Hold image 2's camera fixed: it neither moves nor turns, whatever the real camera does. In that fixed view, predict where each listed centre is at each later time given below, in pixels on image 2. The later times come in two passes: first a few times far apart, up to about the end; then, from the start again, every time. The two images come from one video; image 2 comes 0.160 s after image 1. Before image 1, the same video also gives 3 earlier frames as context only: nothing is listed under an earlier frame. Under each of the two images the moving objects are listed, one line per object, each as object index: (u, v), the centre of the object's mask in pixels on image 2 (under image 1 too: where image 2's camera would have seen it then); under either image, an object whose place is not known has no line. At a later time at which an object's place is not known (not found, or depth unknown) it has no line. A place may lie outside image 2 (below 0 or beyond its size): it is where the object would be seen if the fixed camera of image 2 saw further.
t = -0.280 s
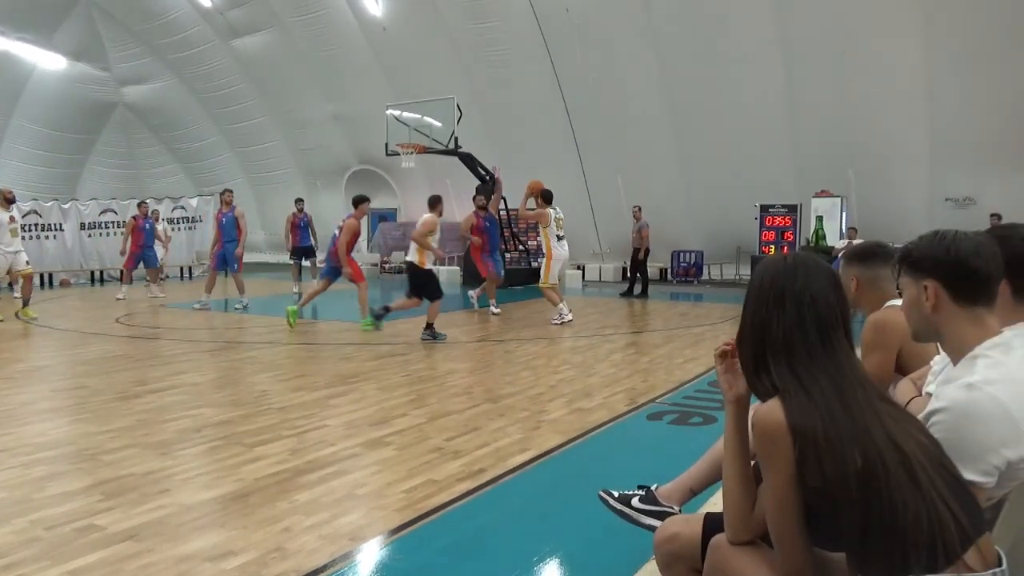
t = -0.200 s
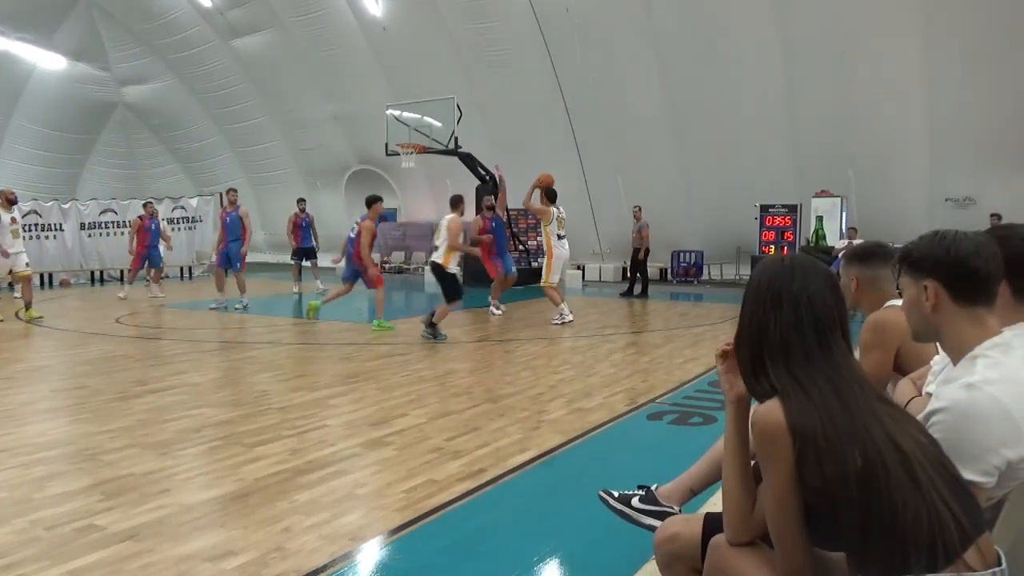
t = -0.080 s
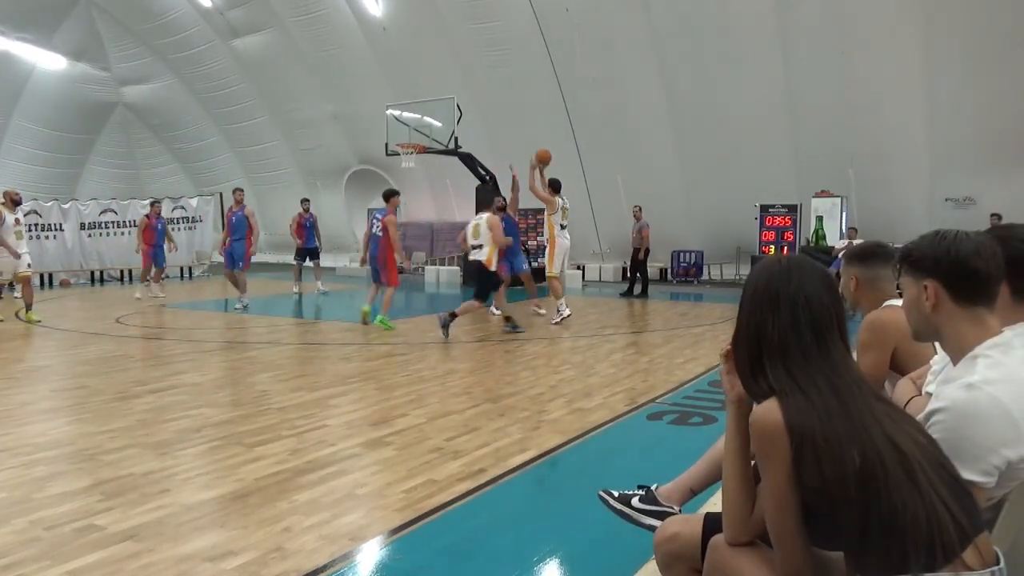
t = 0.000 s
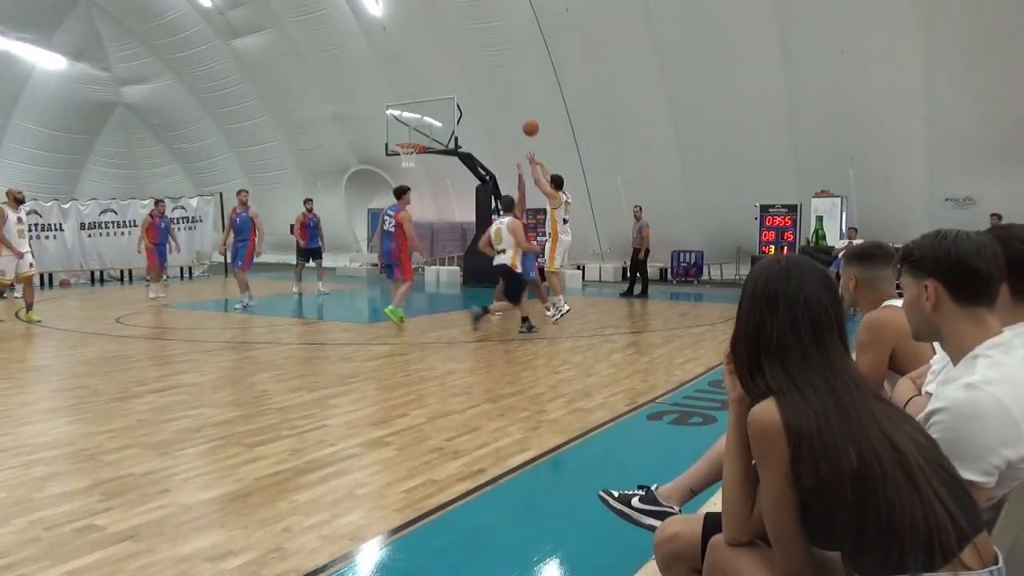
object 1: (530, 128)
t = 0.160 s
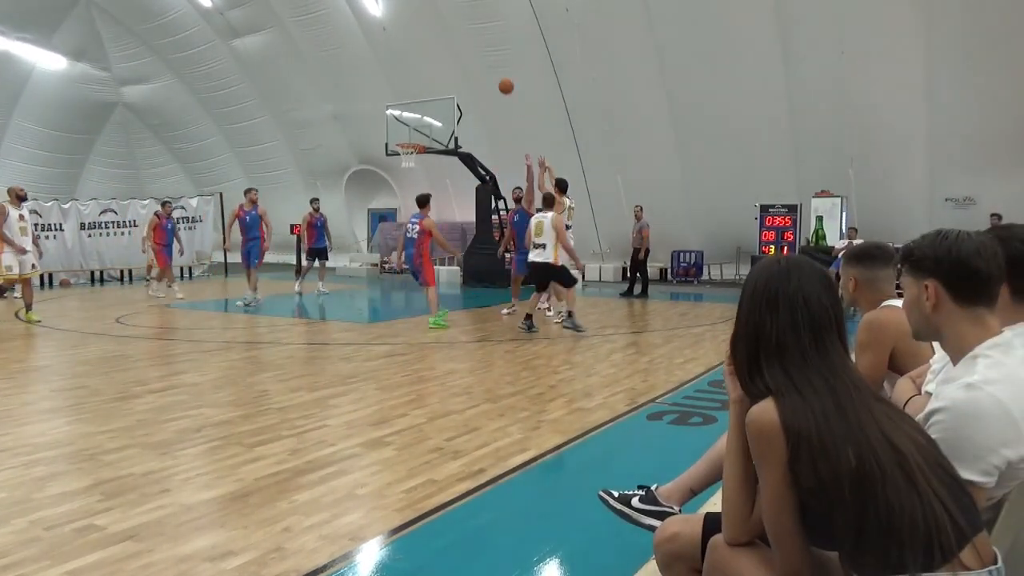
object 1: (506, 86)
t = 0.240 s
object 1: (495, 72)
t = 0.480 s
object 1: (465, 60)
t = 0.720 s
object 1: (439, 80)
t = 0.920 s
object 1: (421, 118)
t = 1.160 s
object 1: (403, 140)
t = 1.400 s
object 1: (406, 131)
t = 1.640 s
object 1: (407, 134)
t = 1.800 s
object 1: (403, 141)
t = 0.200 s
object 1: (500, 79)
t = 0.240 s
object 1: (495, 72)
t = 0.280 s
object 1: (490, 67)
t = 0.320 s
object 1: (485, 64)
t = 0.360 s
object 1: (479, 61)
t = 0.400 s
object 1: (474, 60)
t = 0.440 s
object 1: (470, 59)
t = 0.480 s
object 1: (465, 60)
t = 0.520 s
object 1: (460, 61)
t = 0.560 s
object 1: (456, 63)
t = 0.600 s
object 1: (452, 66)
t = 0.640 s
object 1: (447, 70)
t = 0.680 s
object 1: (443, 75)
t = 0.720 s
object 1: (439, 80)
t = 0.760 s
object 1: (436, 87)
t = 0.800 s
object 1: (432, 94)
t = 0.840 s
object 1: (429, 101)
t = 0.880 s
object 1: (425, 109)
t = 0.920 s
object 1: (421, 118)
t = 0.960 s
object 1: (418, 127)
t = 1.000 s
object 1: (414, 137)
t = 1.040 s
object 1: (410, 141)
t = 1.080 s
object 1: (406, 144)
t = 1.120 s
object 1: (405, 141)
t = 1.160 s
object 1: (403, 140)
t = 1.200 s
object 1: (402, 137)
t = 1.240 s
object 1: (403, 135)
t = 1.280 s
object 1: (404, 133)
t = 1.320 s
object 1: (405, 131)
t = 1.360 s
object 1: (405, 130)
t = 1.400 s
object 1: (406, 131)
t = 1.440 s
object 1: (407, 132)
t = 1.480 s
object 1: (408, 133)
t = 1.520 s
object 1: (408, 135)
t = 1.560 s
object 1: (408, 136)
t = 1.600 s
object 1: (407, 135)
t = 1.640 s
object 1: (407, 134)
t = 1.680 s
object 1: (406, 135)
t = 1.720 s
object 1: (405, 136)
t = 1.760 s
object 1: (405, 138)
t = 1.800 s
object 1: (403, 141)
